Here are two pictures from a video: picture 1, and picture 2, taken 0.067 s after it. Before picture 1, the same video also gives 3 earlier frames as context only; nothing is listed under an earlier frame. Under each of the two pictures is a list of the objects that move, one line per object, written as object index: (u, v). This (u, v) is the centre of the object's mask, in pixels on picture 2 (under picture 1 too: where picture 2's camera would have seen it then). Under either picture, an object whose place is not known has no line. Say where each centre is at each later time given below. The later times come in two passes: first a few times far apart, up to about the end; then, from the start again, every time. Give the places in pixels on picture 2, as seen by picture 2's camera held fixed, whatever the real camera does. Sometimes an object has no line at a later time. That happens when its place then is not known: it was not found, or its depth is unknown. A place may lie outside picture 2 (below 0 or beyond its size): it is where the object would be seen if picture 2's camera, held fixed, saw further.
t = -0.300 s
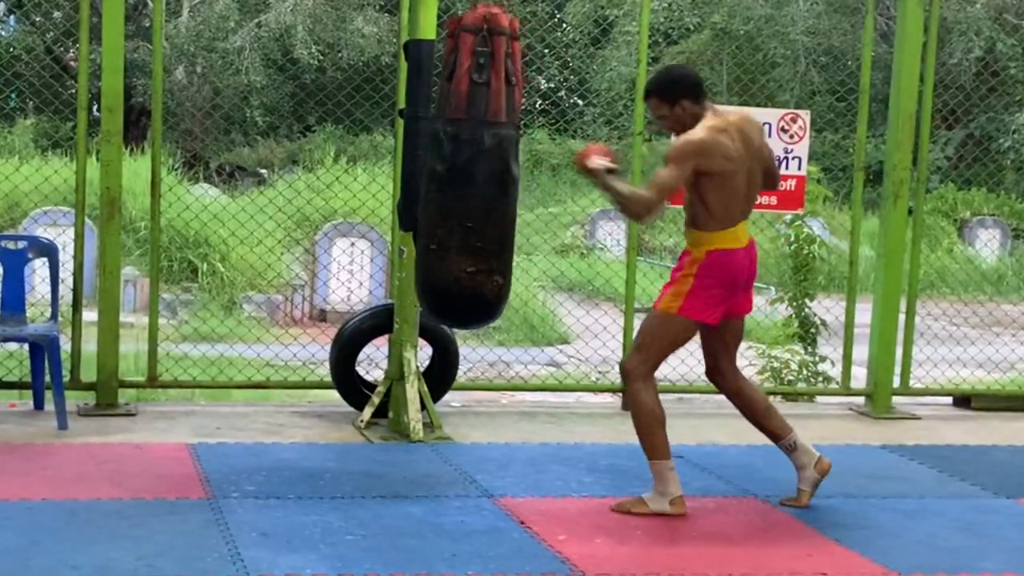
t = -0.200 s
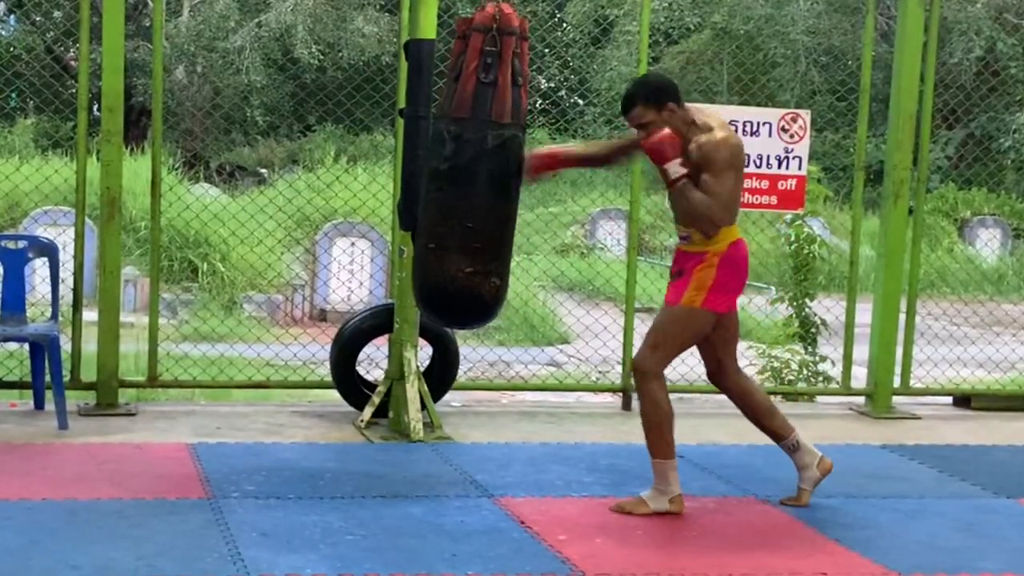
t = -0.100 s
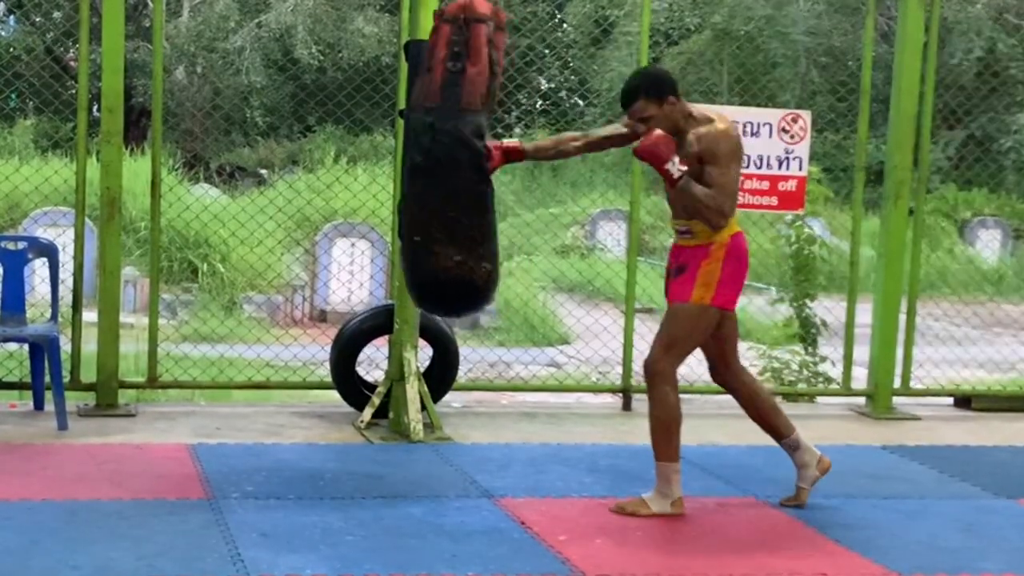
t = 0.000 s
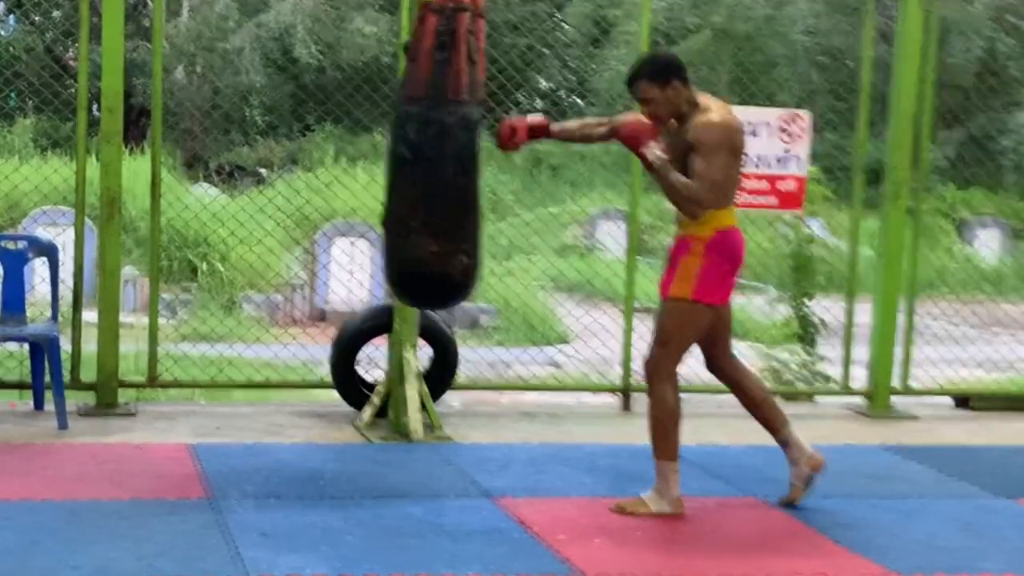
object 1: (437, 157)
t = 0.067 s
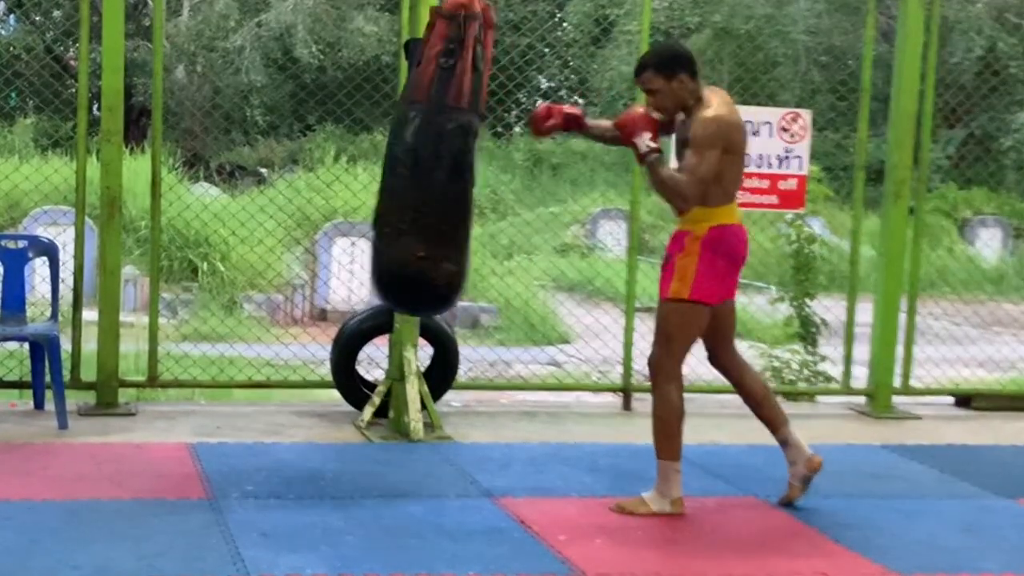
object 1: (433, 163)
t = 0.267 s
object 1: (434, 165)
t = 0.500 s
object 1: (444, 170)
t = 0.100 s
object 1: (435, 165)
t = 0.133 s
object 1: (438, 167)
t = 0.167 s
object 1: (437, 165)
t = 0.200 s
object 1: (436, 164)
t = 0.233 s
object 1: (435, 165)
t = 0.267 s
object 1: (434, 165)
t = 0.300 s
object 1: (432, 169)
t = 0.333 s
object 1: (432, 167)
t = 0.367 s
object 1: (432, 167)
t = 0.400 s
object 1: (434, 168)
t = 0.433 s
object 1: (438, 169)
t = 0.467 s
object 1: (441, 170)
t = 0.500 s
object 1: (444, 170)
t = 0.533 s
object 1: (448, 171)
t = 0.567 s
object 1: (452, 172)
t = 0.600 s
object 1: (456, 173)
